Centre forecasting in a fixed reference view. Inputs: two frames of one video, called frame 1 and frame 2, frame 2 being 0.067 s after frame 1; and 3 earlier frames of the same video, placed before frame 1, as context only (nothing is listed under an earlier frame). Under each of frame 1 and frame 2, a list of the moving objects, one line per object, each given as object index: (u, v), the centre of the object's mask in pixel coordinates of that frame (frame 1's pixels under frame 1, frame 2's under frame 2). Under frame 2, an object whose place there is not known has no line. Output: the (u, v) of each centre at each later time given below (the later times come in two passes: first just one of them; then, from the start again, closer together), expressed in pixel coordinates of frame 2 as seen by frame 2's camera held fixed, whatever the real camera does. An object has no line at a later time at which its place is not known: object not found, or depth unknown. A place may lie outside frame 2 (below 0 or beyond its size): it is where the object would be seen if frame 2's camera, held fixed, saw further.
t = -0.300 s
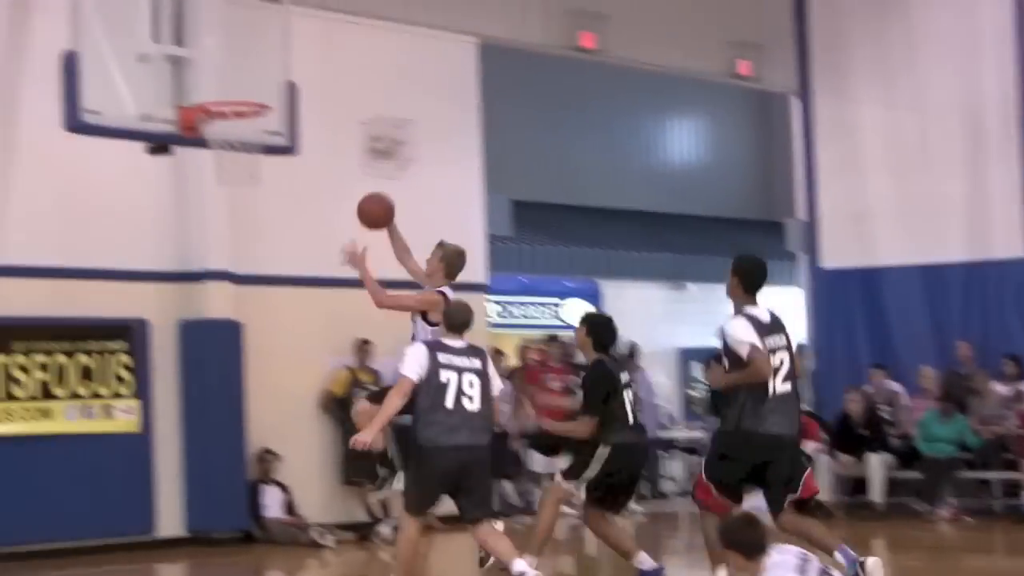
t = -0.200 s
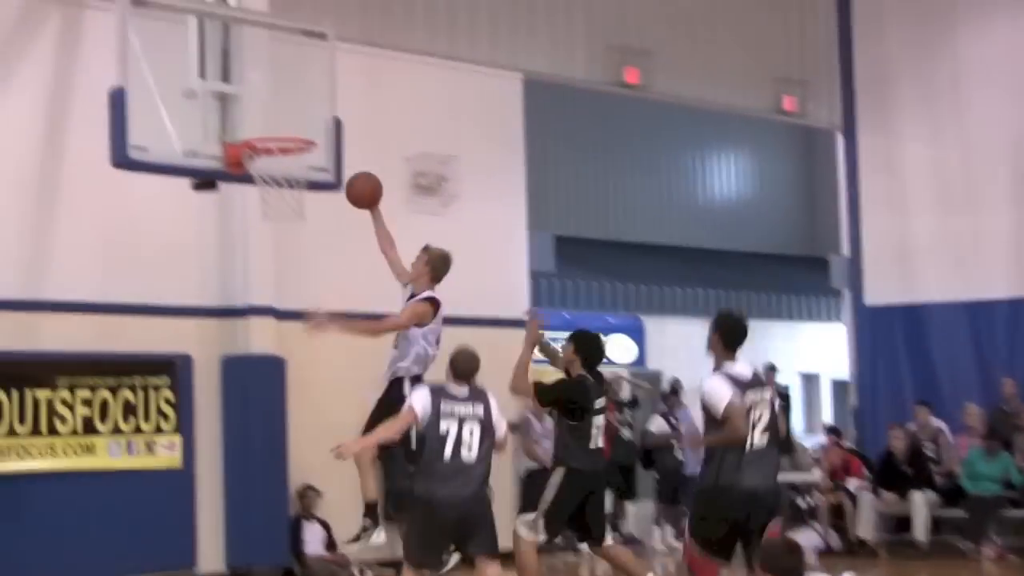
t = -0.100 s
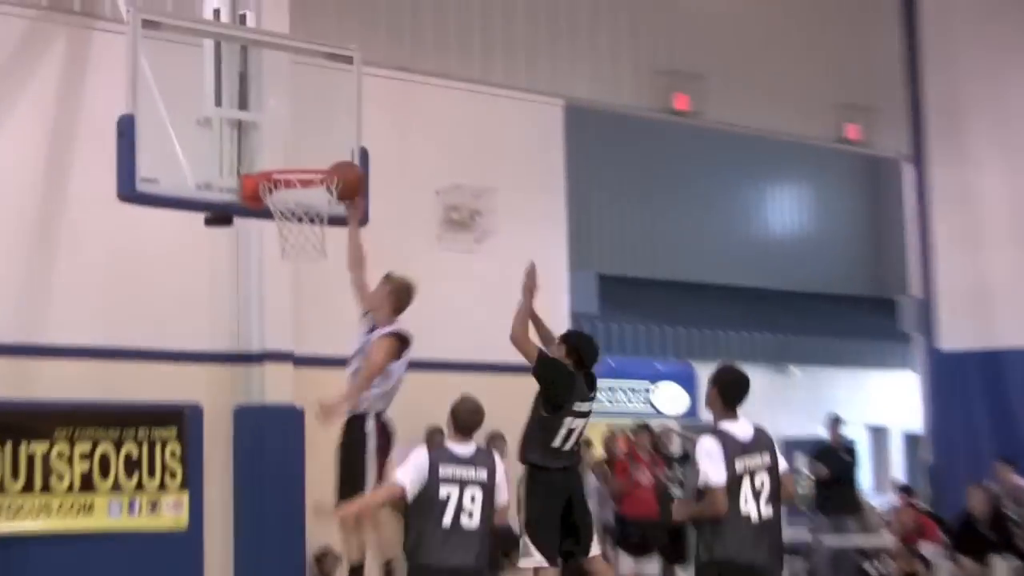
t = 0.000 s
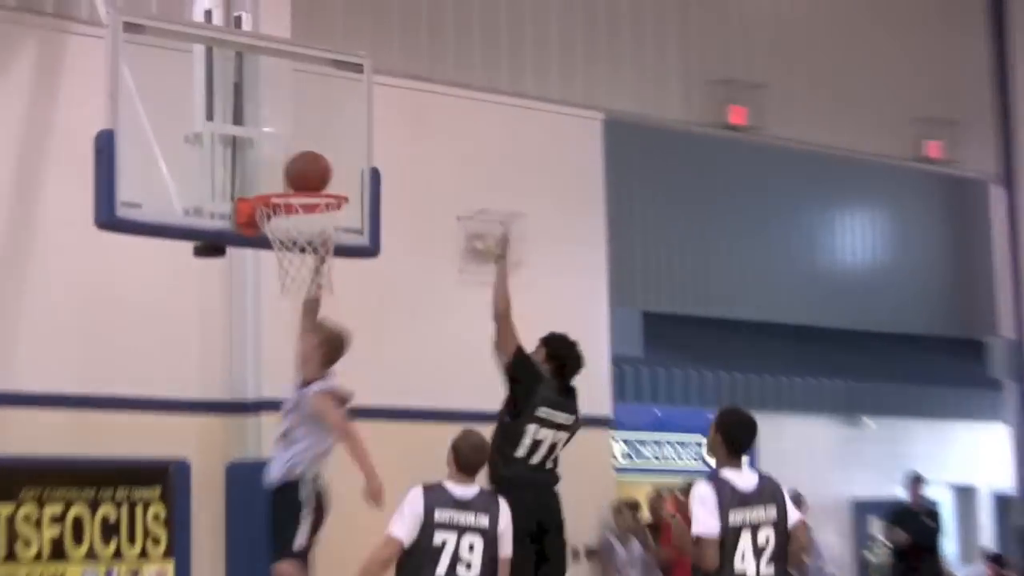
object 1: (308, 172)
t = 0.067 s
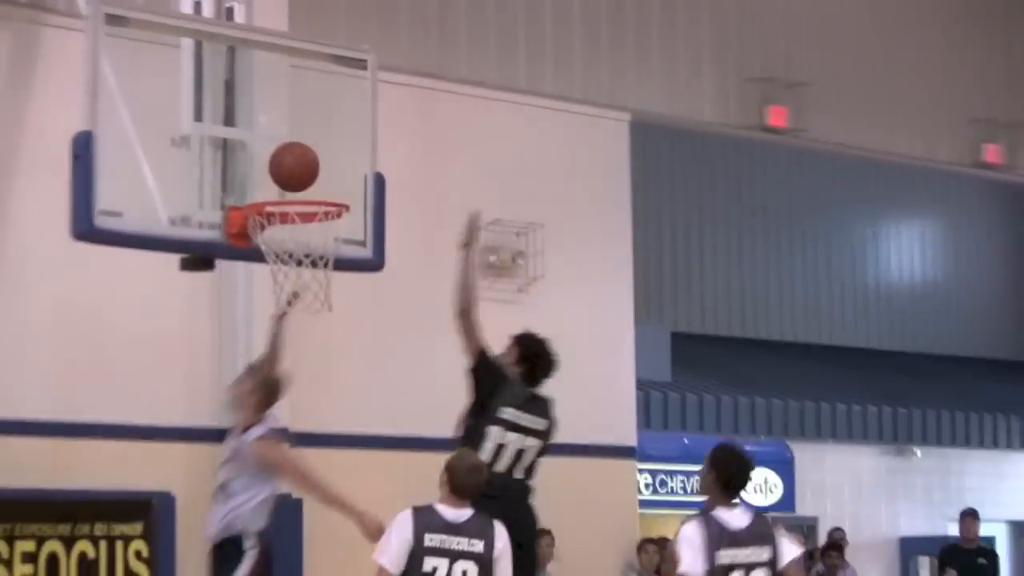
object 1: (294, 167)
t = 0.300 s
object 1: (303, 183)
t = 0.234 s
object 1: (299, 172)
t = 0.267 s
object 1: (301, 178)
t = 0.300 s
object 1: (303, 183)
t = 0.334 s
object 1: (304, 183)
